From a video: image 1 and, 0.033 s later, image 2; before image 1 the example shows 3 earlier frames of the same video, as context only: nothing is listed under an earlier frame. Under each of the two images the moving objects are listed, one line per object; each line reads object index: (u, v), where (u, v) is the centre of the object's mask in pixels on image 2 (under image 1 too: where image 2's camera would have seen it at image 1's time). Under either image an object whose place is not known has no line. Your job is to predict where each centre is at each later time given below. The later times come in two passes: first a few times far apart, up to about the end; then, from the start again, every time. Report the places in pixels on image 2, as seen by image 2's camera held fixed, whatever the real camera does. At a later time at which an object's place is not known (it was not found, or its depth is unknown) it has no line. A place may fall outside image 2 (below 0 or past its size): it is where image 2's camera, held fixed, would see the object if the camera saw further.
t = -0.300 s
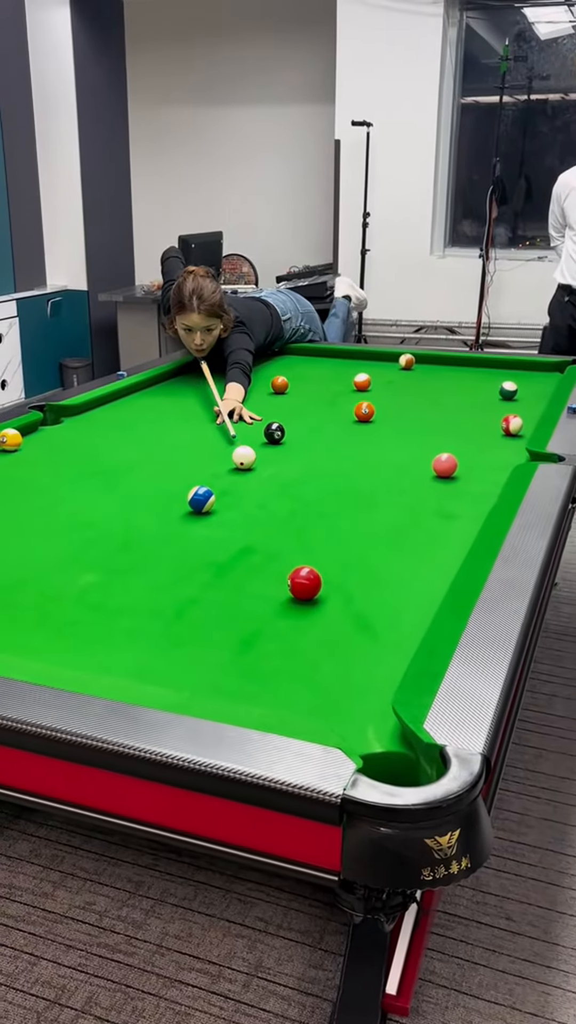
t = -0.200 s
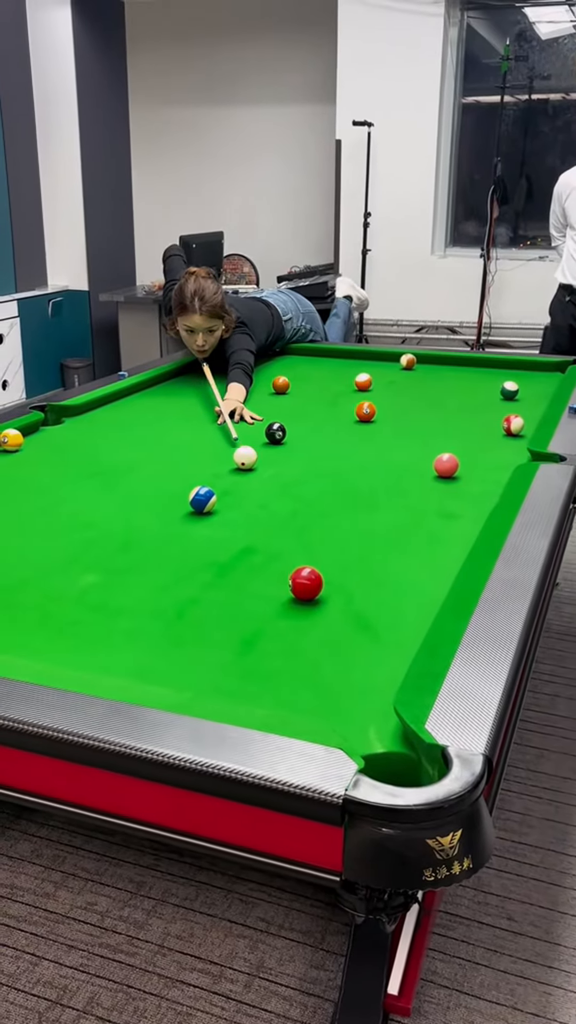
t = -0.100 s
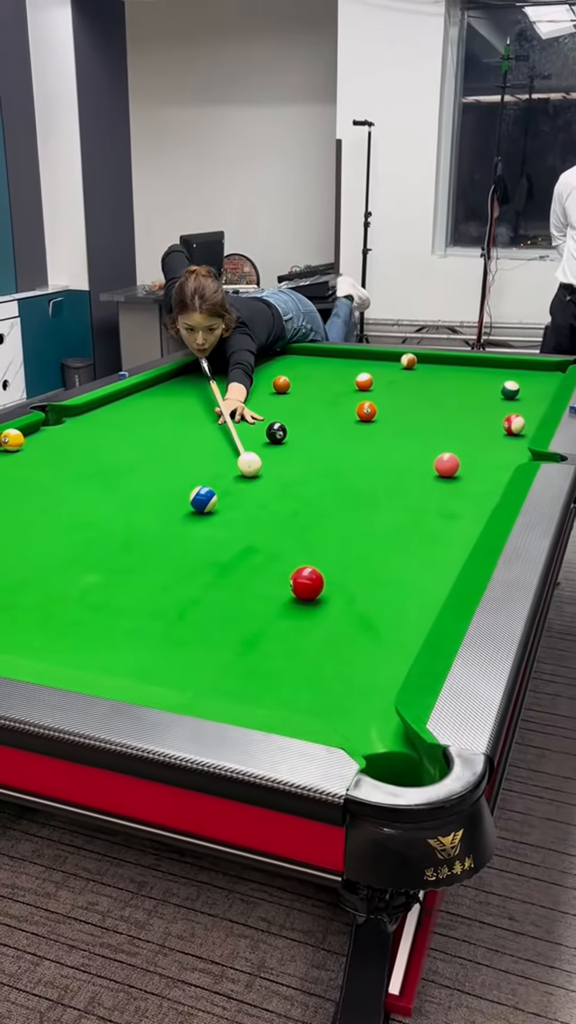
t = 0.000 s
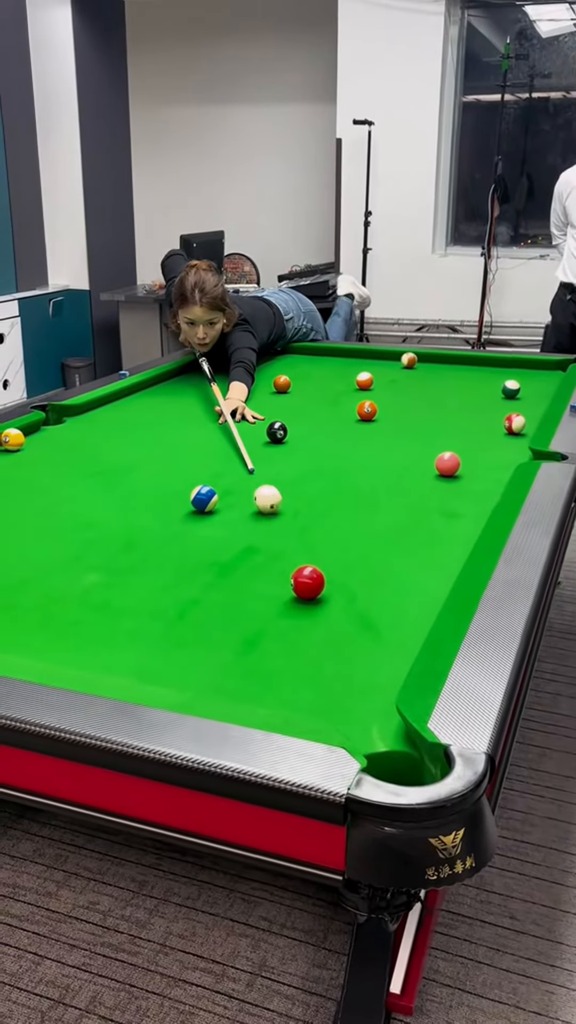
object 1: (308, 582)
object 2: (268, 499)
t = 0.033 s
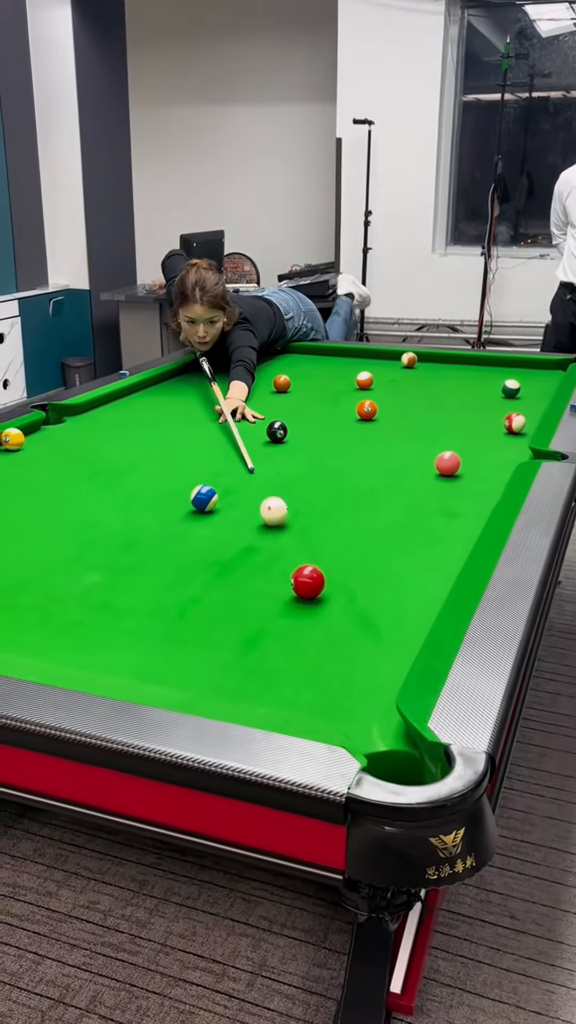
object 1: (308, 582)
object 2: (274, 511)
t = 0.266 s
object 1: (330, 639)
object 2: (305, 566)
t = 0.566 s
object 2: (304, 551)
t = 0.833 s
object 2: (304, 540)
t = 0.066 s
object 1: (308, 582)
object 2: (281, 525)
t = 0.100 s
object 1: (308, 582)
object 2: (288, 539)
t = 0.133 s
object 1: (308, 582)
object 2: (294, 553)
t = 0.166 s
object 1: (309, 584)
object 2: (300, 563)
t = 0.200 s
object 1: (315, 601)
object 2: (303, 568)
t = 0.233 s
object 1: (323, 620)
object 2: (304, 567)
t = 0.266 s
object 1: (330, 639)
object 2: (305, 566)
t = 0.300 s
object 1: (338, 659)
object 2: (305, 564)
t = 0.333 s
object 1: (347, 681)
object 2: (305, 563)
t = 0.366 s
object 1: (356, 703)
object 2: (305, 561)
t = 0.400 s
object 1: (366, 725)
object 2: (304, 559)
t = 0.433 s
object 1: (378, 751)
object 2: (305, 557)
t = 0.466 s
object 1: (391, 773)
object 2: (304, 556)
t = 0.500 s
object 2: (304, 554)
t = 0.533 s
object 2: (304, 553)
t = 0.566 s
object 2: (304, 551)
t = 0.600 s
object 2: (304, 550)
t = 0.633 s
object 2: (304, 548)
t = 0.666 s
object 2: (304, 547)
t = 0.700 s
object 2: (304, 545)
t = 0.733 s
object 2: (304, 544)
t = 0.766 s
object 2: (304, 543)
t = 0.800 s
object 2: (304, 541)
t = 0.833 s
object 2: (304, 540)
